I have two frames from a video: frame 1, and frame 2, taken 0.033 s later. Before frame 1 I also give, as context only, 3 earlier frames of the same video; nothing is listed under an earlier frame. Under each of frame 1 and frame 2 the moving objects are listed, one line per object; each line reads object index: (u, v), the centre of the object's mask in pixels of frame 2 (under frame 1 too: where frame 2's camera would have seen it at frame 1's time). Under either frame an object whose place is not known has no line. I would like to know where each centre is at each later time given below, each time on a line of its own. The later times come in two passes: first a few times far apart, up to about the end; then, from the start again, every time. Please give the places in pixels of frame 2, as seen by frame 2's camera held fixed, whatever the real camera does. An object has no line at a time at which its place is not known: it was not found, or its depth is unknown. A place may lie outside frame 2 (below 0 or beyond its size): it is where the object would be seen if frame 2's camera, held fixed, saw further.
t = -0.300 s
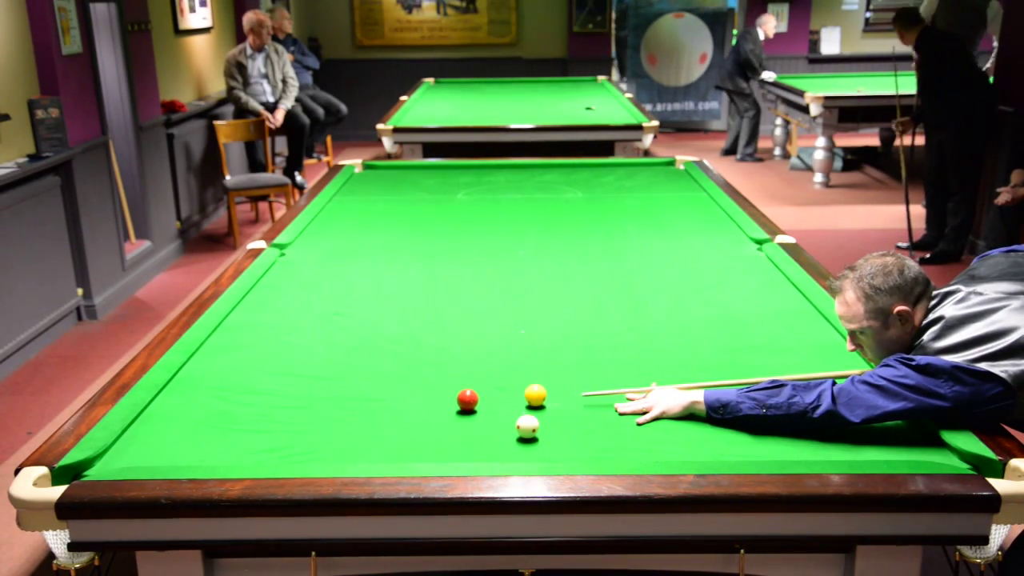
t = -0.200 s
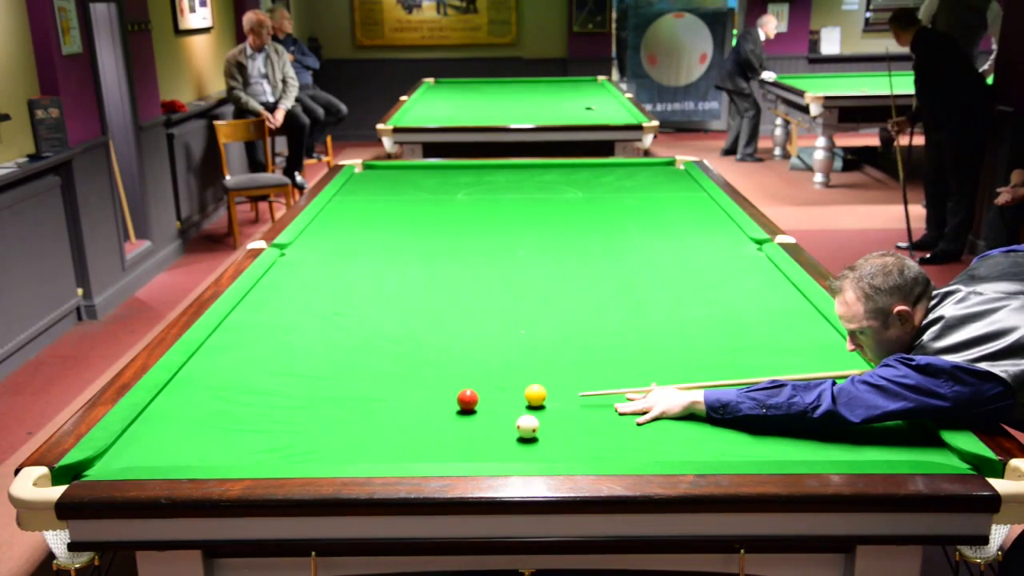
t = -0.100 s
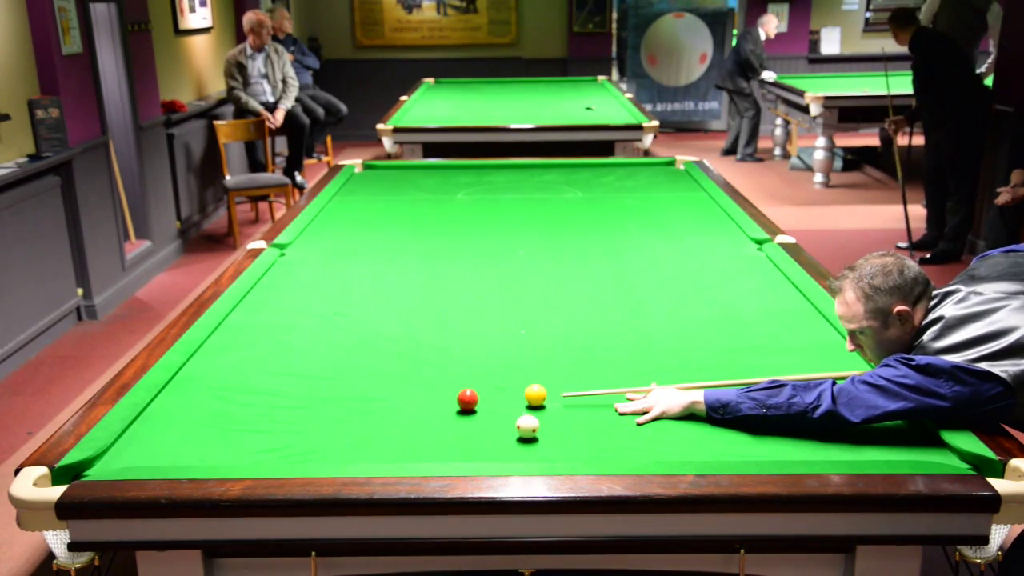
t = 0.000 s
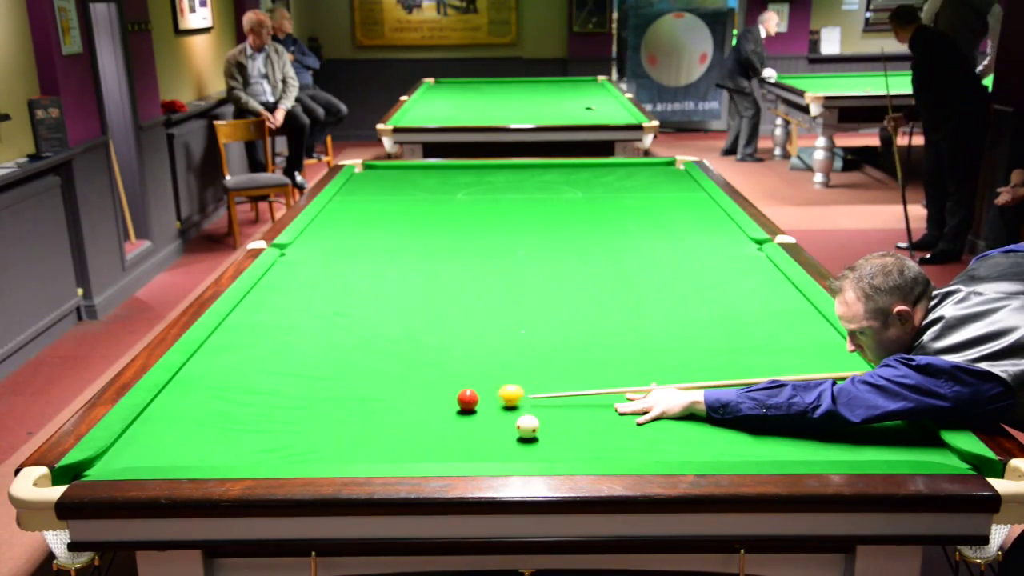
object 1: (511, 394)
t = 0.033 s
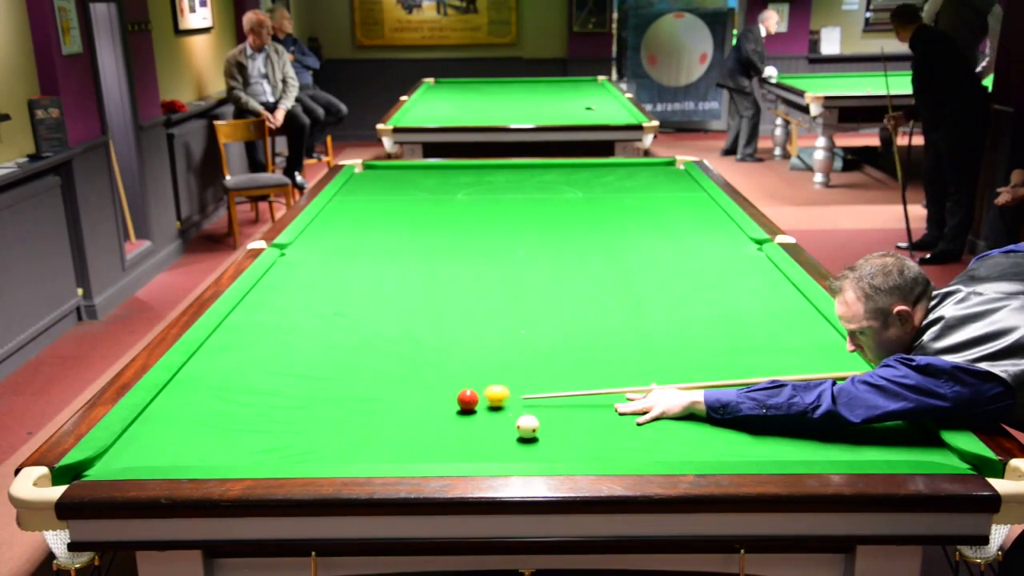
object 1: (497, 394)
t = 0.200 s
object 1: (481, 389)
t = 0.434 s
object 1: (472, 381)
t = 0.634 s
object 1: (465, 375)
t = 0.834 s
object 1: (459, 370)
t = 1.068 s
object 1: (452, 364)
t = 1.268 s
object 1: (446, 361)
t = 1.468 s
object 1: (441, 357)
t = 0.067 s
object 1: (487, 395)
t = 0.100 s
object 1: (486, 393)
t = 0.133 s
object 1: (484, 392)
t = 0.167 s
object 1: (483, 391)
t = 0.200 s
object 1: (481, 389)
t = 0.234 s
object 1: (480, 388)
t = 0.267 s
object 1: (479, 387)
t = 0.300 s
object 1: (477, 386)
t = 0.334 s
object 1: (476, 385)
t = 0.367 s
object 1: (475, 383)
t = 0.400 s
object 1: (474, 382)
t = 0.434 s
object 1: (472, 381)
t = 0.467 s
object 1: (471, 380)
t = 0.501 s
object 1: (470, 379)
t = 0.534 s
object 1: (469, 378)
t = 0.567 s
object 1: (468, 377)
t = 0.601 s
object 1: (466, 377)
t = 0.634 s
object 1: (465, 375)
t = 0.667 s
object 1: (464, 375)
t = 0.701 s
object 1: (463, 374)
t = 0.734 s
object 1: (462, 373)
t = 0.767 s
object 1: (461, 372)
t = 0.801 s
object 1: (460, 371)
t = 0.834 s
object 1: (459, 370)
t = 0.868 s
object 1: (458, 369)
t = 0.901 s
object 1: (457, 368)
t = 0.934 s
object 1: (456, 368)
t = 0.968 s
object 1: (455, 367)
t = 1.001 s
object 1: (454, 366)
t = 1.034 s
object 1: (453, 365)
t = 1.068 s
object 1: (452, 364)
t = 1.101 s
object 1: (451, 364)
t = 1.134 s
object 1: (450, 363)
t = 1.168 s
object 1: (449, 362)
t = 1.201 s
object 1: (448, 362)
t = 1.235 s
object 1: (447, 361)
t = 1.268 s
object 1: (446, 361)
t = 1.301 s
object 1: (446, 360)
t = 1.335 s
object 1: (445, 359)
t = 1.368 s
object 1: (444, 358)
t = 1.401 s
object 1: (443, 358)
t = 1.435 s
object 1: (442, 358)
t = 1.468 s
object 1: (441, 357)
